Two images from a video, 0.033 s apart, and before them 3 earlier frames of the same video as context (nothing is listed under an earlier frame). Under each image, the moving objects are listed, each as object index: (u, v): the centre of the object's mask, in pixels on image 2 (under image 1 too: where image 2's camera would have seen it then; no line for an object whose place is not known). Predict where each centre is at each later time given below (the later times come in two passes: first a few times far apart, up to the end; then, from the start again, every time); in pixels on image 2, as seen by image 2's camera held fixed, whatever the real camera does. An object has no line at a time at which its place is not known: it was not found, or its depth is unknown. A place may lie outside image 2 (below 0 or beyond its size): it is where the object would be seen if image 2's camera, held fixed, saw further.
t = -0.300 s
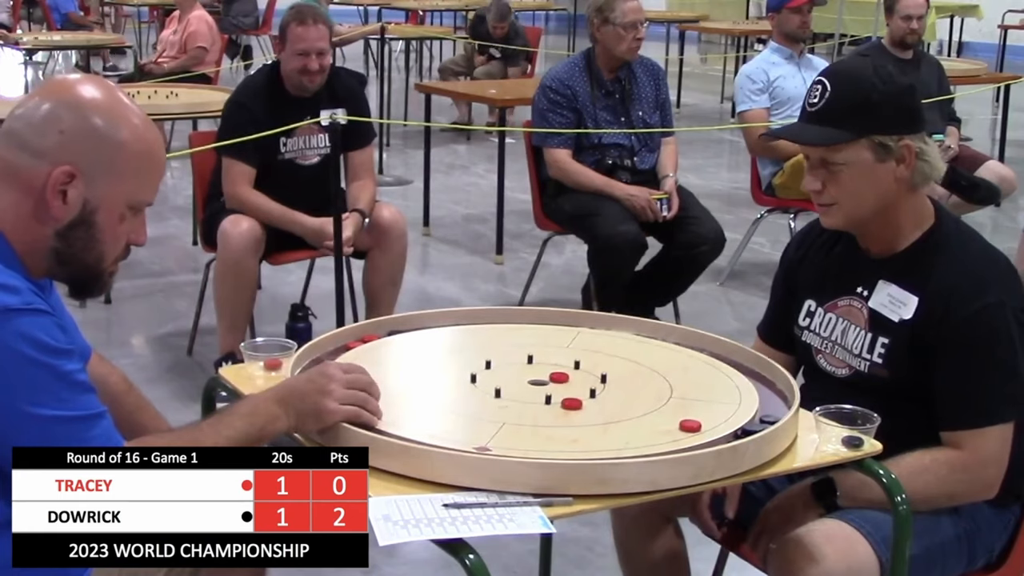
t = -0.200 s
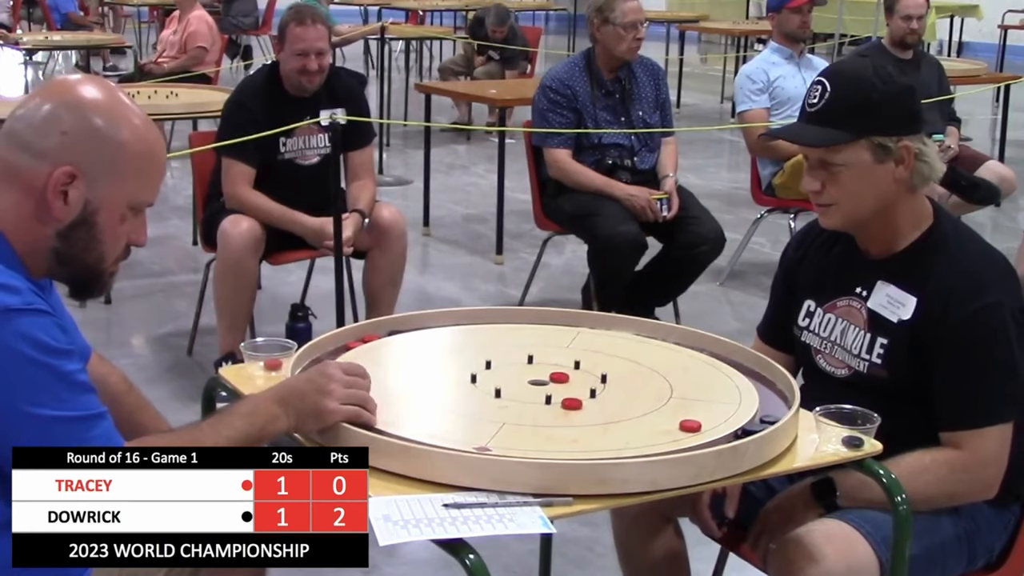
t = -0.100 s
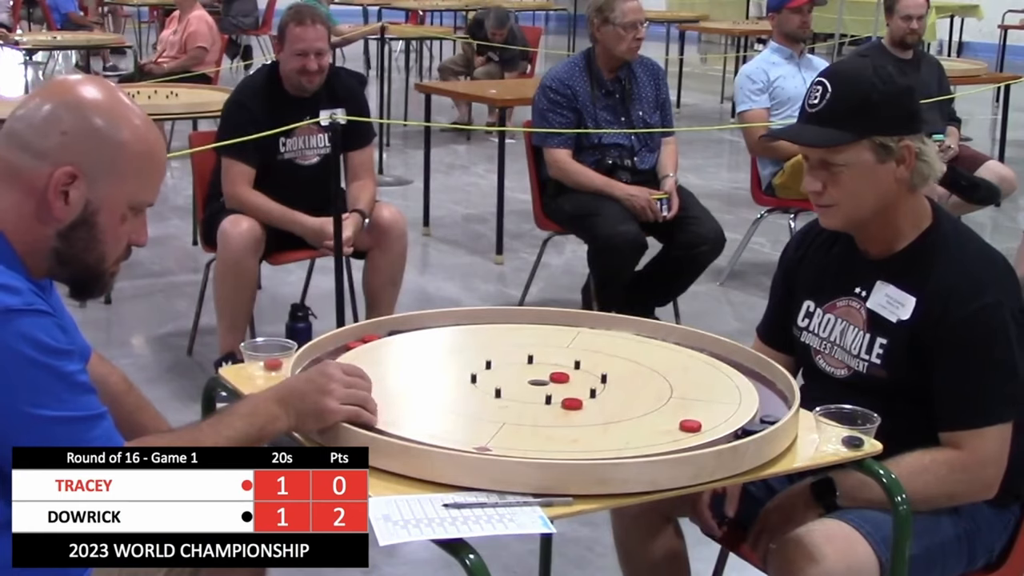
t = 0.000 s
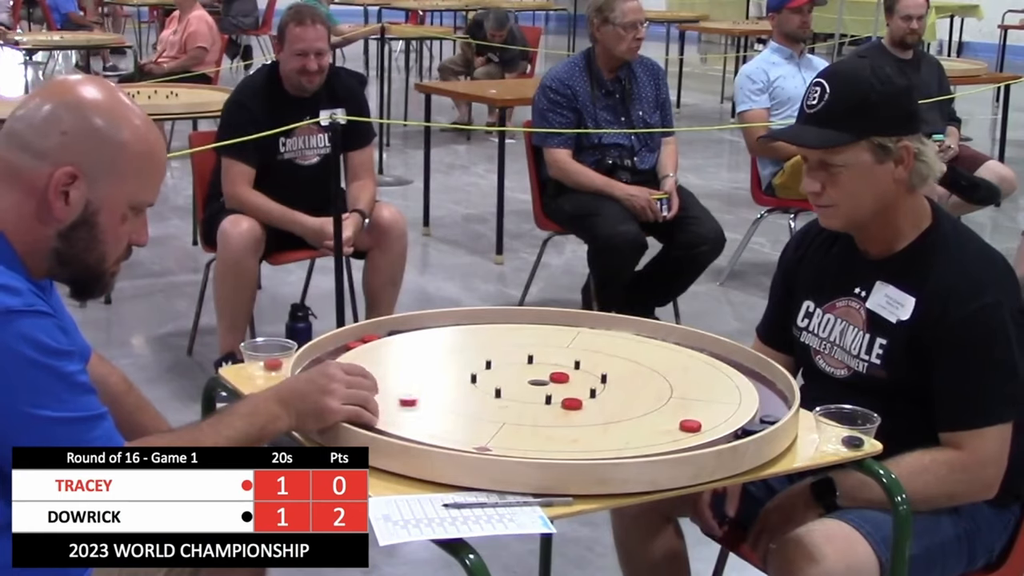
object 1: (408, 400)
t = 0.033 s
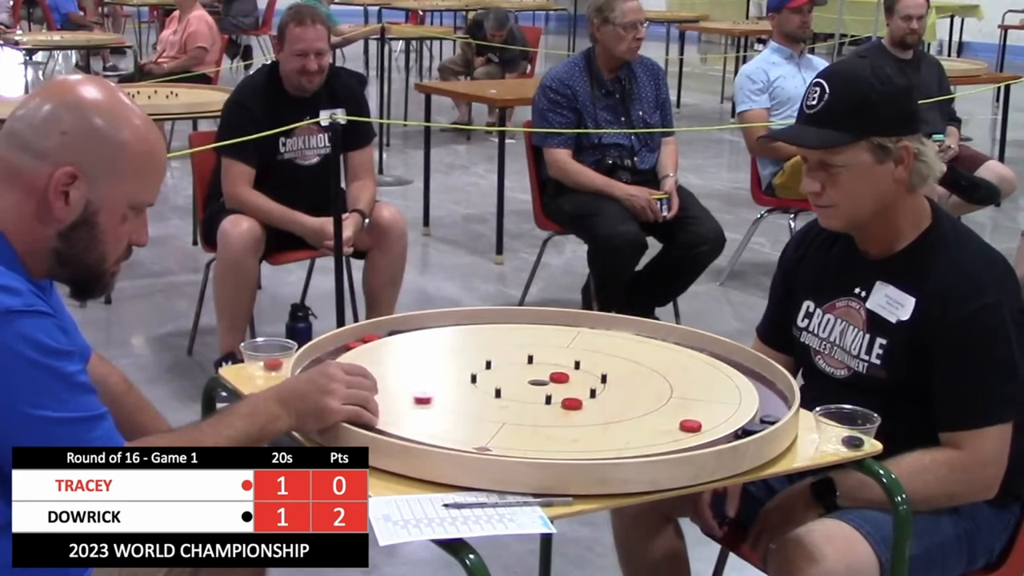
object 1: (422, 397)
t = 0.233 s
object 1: (496, 387)
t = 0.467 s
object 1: (539, 380)
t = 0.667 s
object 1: (538, 382)
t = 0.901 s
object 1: (538, 382)
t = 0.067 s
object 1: (437, 397)
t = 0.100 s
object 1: (450, 394)
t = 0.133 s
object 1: (463, 392)
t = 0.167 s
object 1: (474, 391)
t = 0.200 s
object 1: (485, 389)
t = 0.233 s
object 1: (496, 387)
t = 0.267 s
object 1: (507, 385)
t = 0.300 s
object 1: (515, 384)
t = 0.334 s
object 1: (523, 383)
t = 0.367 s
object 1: (530, 382)
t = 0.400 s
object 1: (537, 382)
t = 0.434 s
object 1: (540, 381)
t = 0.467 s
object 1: (539, 380)
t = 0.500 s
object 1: (538, 381)
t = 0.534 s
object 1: (538, 382)
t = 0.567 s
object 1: (538, 382)
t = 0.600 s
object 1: (538, 382)
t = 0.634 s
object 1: (538, 382)
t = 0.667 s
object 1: (538, 382)
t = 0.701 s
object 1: (538, 382)
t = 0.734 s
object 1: (538, 382)
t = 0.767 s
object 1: (538, 382)
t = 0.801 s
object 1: (538, 382)
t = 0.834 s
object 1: (538, 382)
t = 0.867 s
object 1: (538, 382)
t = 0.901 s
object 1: (538, 382)
